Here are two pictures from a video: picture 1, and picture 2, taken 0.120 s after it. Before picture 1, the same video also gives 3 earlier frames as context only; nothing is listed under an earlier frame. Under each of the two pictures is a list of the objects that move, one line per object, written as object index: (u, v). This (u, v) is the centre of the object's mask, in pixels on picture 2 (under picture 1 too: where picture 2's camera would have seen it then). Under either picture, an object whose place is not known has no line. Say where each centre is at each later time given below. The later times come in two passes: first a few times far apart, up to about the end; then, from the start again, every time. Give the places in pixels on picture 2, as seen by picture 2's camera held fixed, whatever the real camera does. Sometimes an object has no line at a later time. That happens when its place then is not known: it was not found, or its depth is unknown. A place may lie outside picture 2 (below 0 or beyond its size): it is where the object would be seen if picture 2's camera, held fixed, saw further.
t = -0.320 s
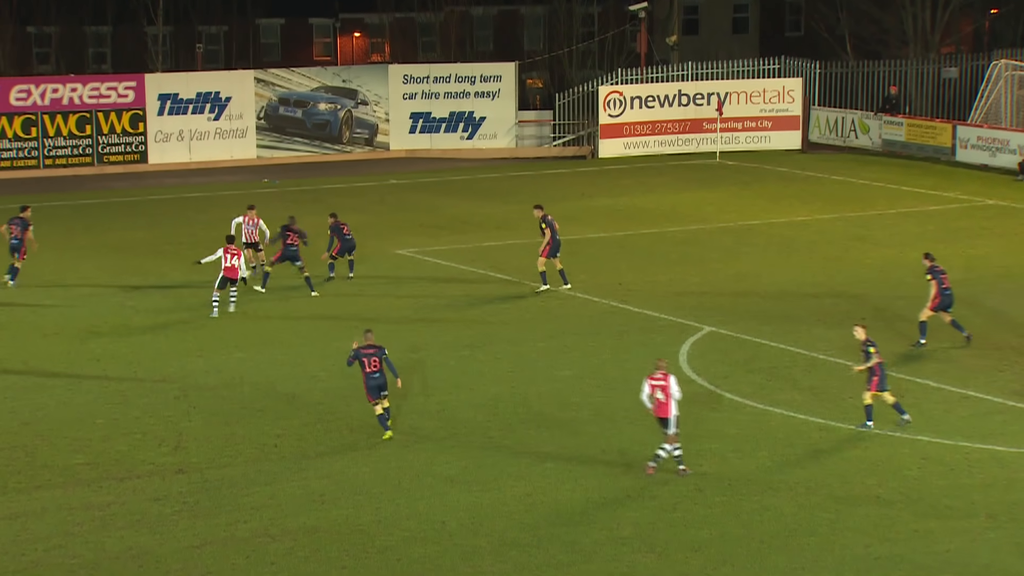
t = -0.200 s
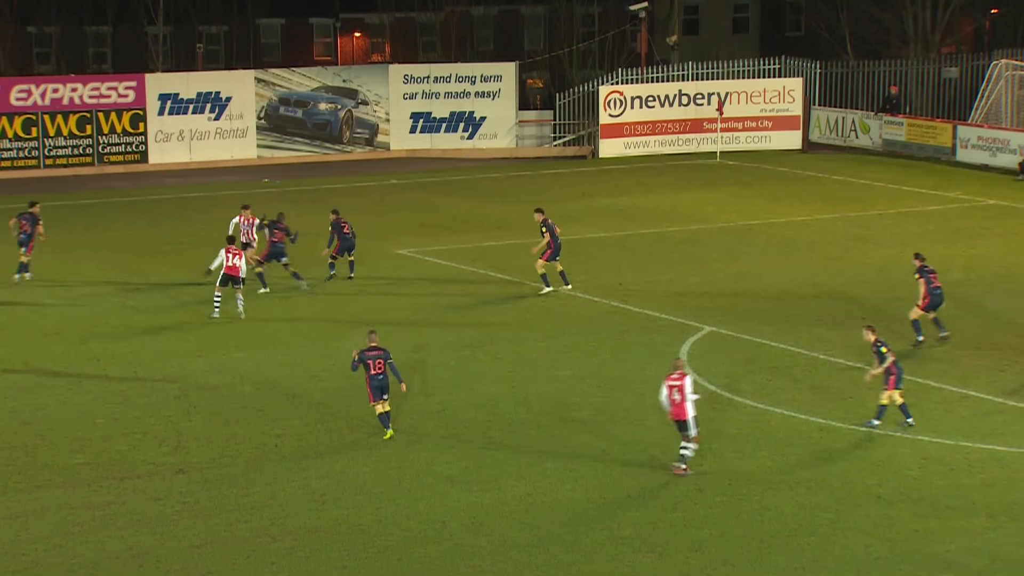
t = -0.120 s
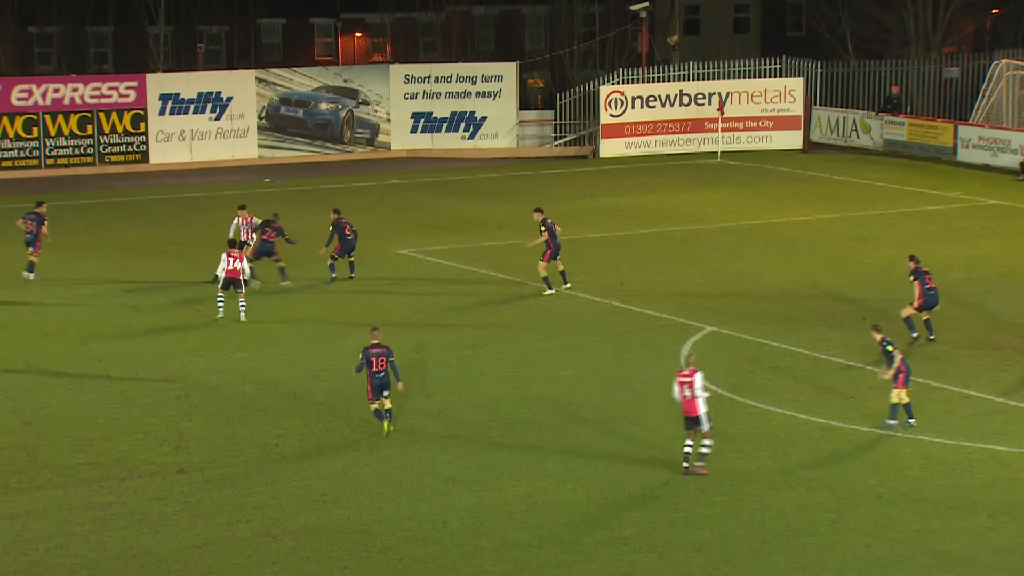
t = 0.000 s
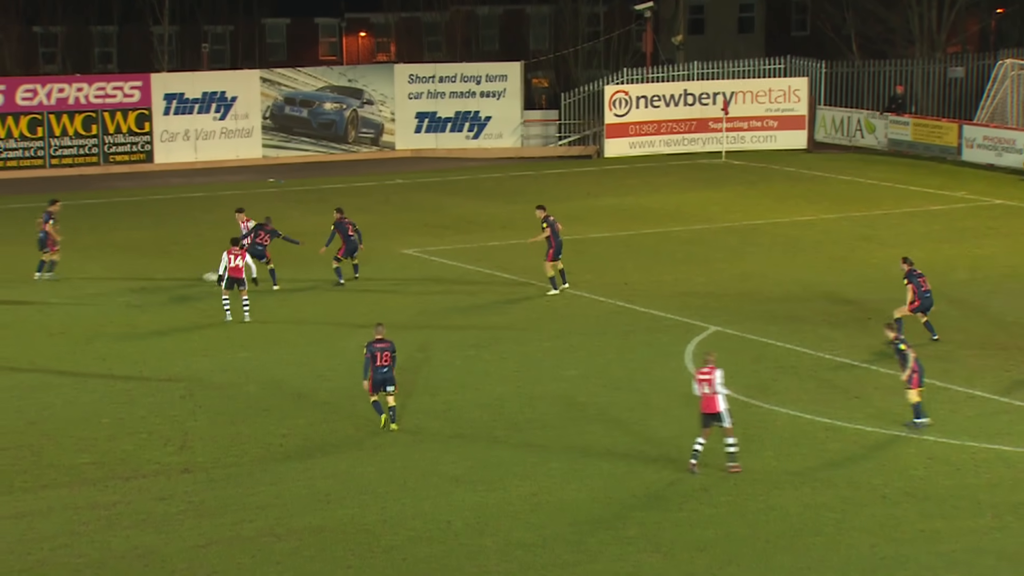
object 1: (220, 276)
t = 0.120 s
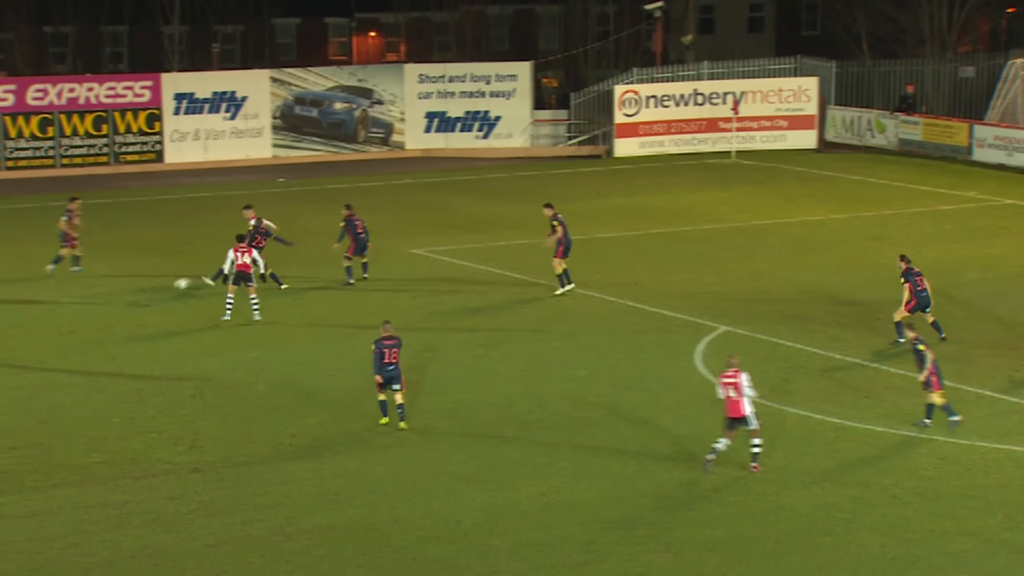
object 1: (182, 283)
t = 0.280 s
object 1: (131, 293)
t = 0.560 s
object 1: (49, 310)
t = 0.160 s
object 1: (169, 286)
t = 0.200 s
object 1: (156, 287)
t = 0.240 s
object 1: (144, 290)
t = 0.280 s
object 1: (131, 293)
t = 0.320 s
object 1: (119, 295)
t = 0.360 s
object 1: (108, 297)
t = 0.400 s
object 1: (95, 299)
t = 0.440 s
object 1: (83, 303)
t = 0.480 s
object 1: (72, 305)
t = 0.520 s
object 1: (60, 307)
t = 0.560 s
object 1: (49, 310)
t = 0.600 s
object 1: (38, 312)
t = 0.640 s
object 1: (26, 315)
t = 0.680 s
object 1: (16, 318)
